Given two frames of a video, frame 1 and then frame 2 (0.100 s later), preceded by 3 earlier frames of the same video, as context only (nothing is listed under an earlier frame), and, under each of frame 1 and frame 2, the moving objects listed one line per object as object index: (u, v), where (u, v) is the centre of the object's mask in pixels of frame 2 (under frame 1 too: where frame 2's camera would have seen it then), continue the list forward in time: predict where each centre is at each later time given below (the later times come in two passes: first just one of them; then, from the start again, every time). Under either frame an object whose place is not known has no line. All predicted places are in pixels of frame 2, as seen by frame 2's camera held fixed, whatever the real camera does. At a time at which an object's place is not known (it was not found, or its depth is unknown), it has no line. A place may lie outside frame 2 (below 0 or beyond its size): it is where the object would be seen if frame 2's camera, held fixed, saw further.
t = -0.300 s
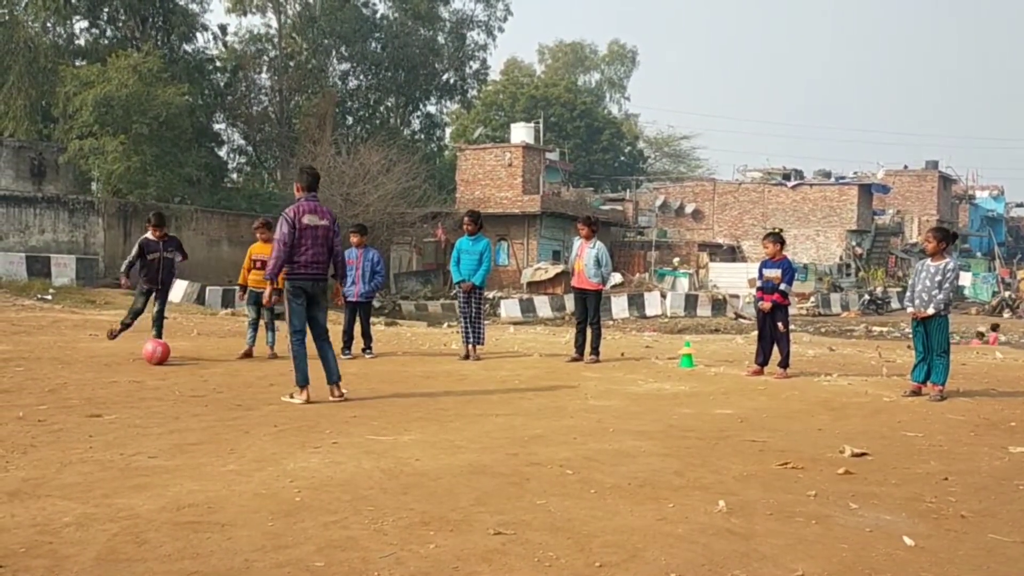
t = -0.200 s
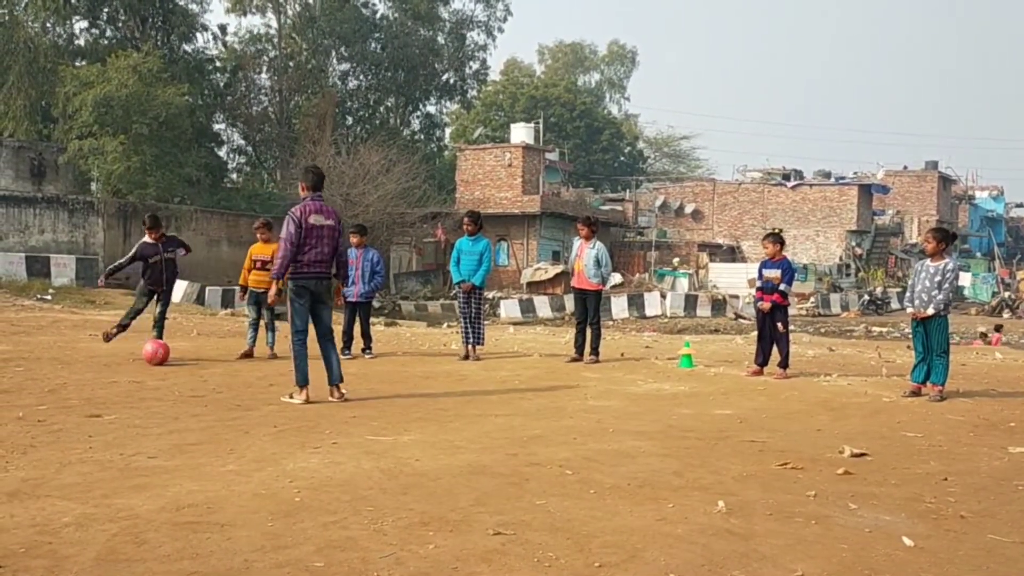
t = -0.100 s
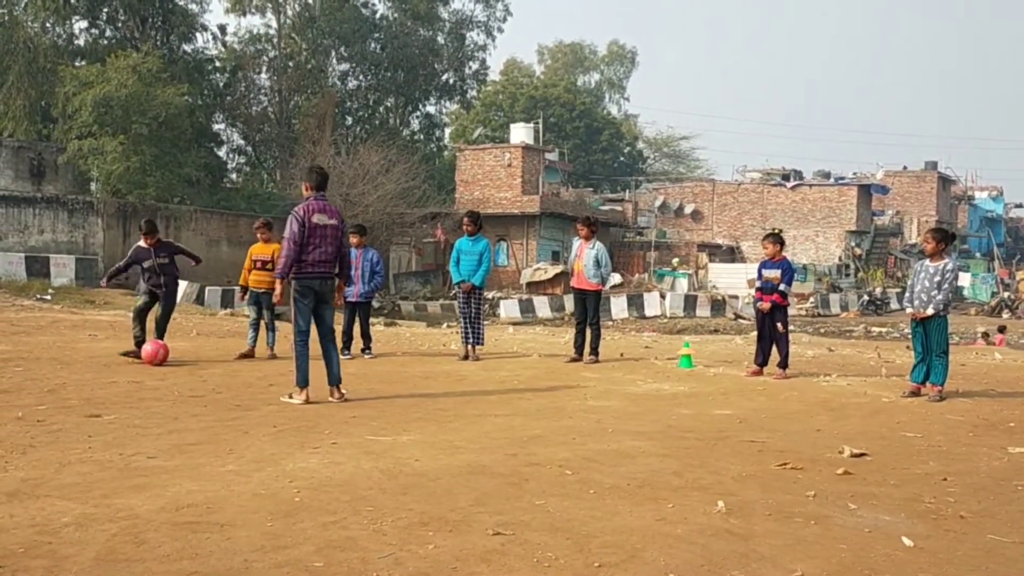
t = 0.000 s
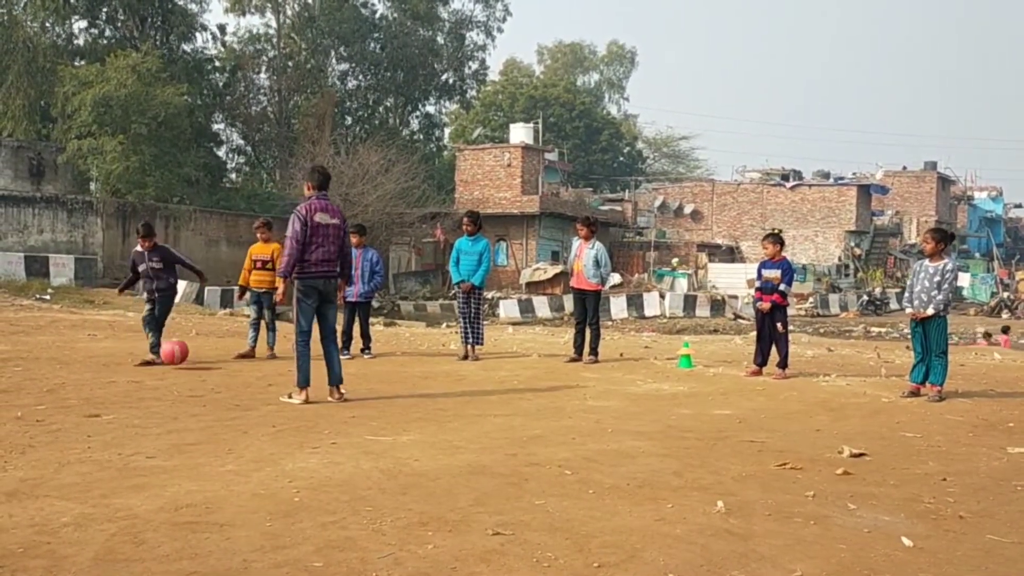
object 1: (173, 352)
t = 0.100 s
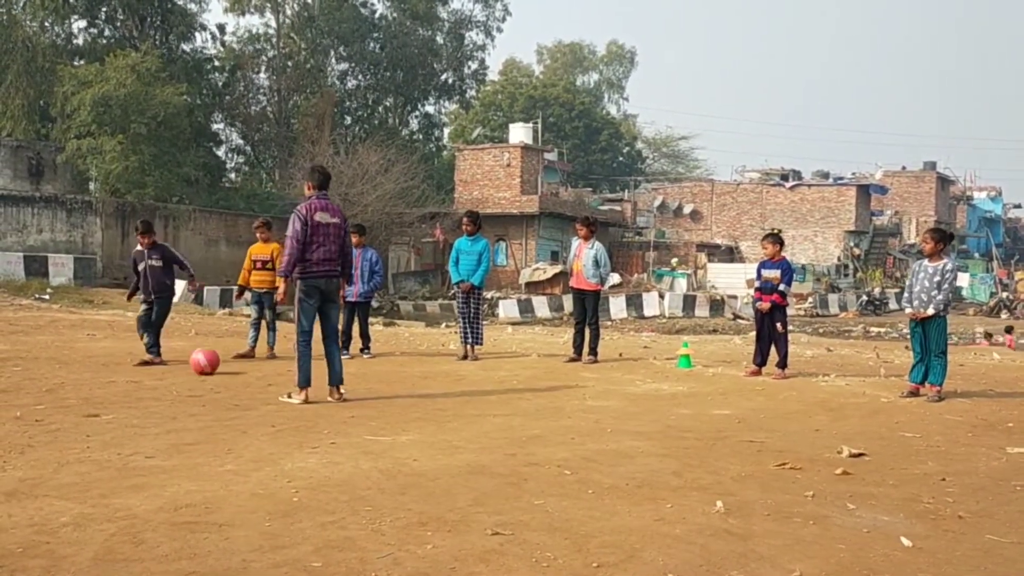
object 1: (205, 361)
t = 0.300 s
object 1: (259, 369)
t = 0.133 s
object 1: (214, 361)
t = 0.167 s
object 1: (223, 361)
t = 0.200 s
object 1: (232, 362)
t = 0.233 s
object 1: (242, 365)
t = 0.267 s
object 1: (251, 368)
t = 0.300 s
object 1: (259, 369)
